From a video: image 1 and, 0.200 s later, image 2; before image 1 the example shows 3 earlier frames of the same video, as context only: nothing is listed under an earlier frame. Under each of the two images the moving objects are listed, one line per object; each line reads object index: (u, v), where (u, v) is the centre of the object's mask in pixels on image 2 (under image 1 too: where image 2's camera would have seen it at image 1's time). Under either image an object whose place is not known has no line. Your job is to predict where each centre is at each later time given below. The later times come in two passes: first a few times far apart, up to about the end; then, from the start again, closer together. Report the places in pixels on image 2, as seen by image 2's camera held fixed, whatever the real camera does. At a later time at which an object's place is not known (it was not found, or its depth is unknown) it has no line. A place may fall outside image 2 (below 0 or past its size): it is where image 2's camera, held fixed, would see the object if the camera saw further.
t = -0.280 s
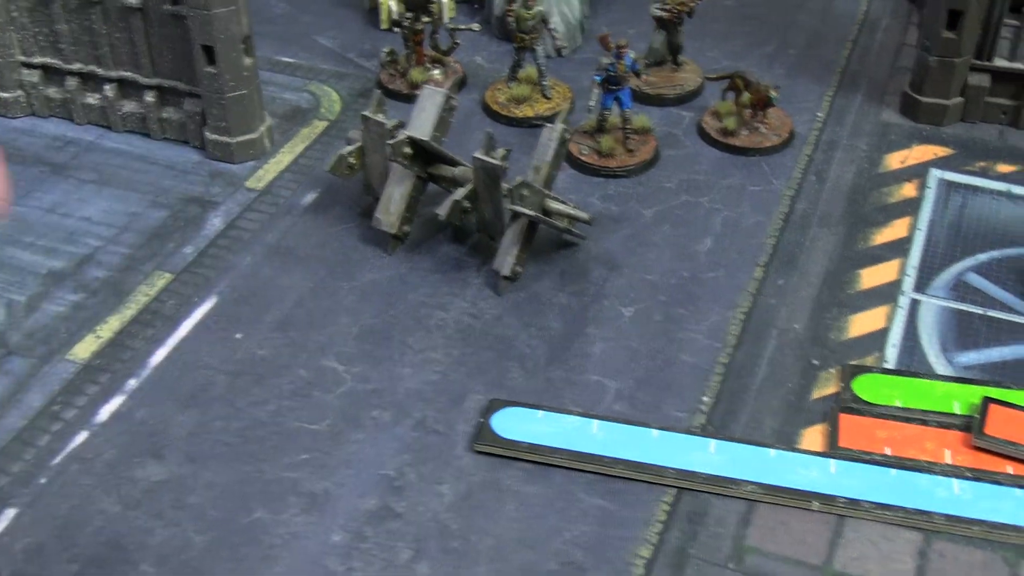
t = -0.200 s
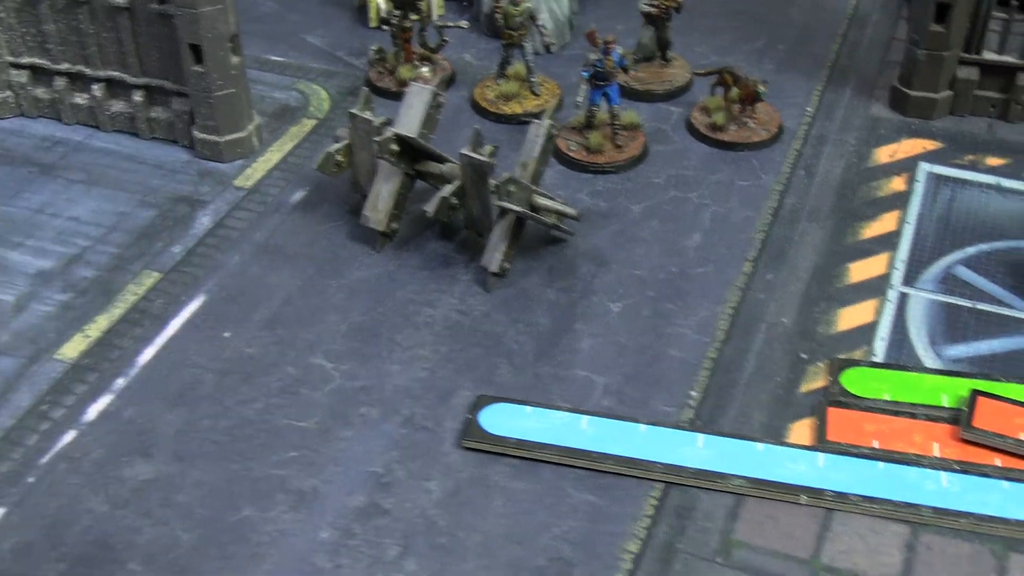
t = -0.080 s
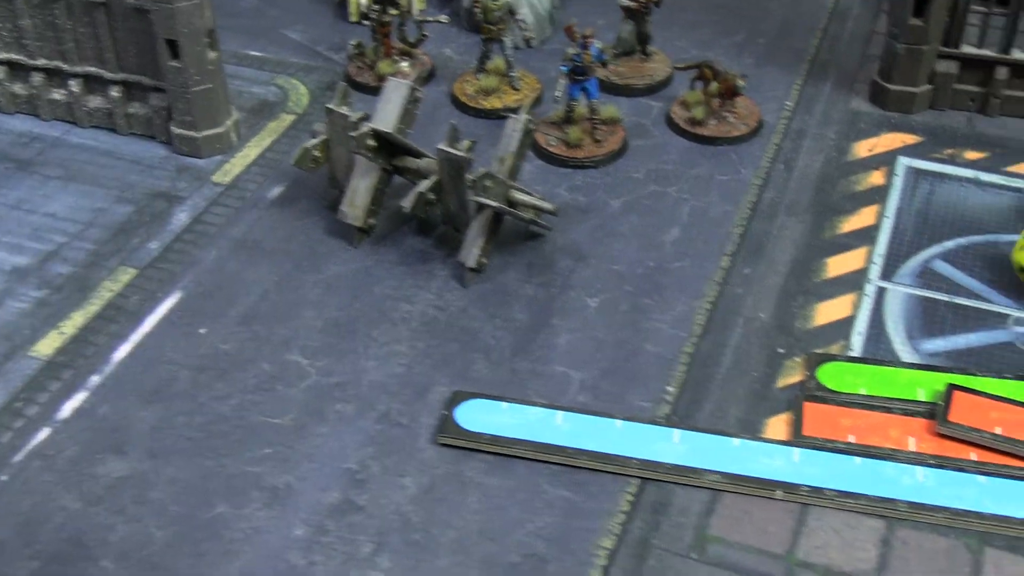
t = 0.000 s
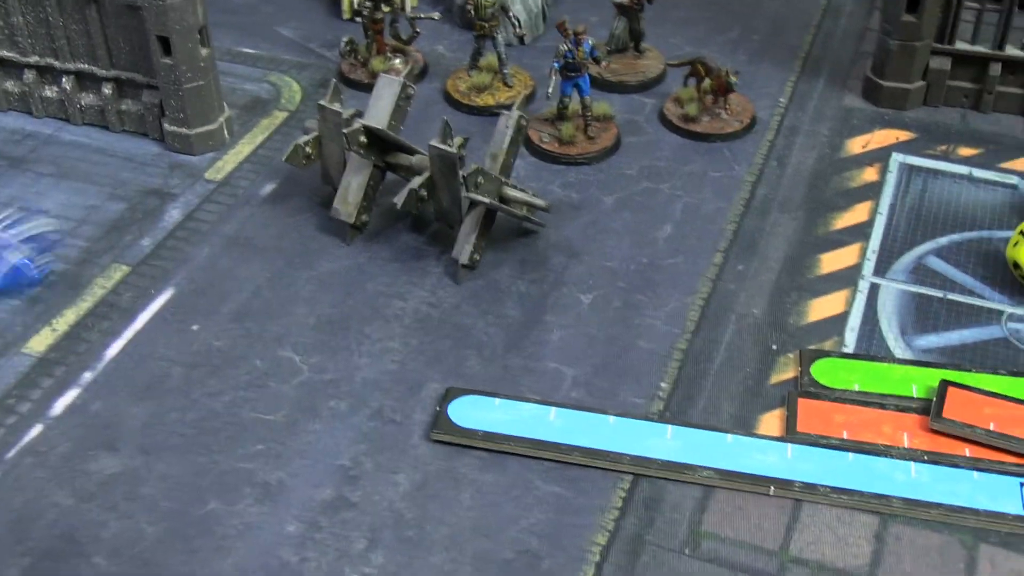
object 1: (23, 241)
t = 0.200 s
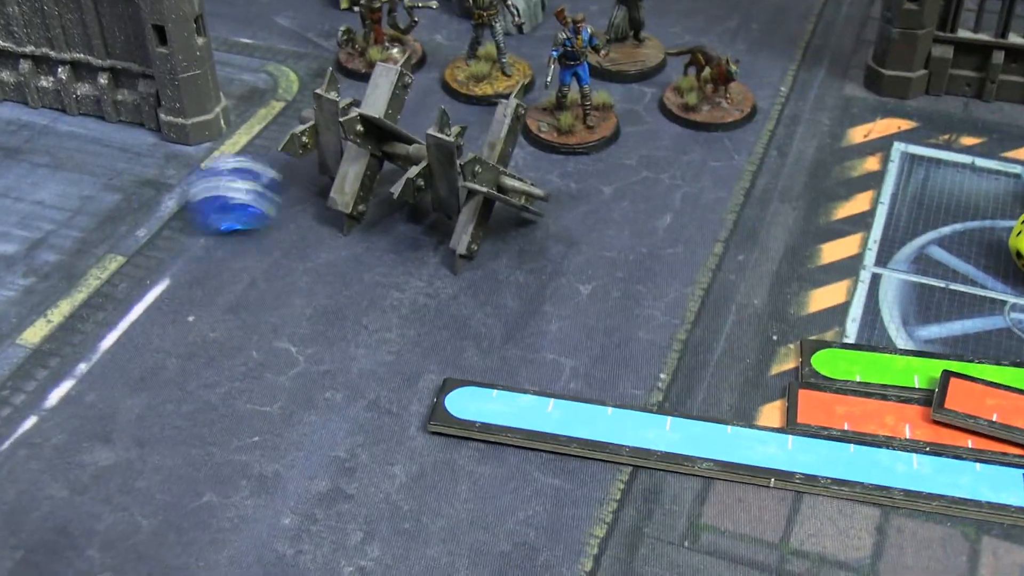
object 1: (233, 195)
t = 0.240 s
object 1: (269, 193)
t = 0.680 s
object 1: (289, 209)
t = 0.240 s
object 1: (269, 193)
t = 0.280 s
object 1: (291, 199)
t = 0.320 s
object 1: (292, 206)
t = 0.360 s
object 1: (288, 210)
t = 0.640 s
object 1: (288, 209)
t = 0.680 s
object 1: (289, 209)
